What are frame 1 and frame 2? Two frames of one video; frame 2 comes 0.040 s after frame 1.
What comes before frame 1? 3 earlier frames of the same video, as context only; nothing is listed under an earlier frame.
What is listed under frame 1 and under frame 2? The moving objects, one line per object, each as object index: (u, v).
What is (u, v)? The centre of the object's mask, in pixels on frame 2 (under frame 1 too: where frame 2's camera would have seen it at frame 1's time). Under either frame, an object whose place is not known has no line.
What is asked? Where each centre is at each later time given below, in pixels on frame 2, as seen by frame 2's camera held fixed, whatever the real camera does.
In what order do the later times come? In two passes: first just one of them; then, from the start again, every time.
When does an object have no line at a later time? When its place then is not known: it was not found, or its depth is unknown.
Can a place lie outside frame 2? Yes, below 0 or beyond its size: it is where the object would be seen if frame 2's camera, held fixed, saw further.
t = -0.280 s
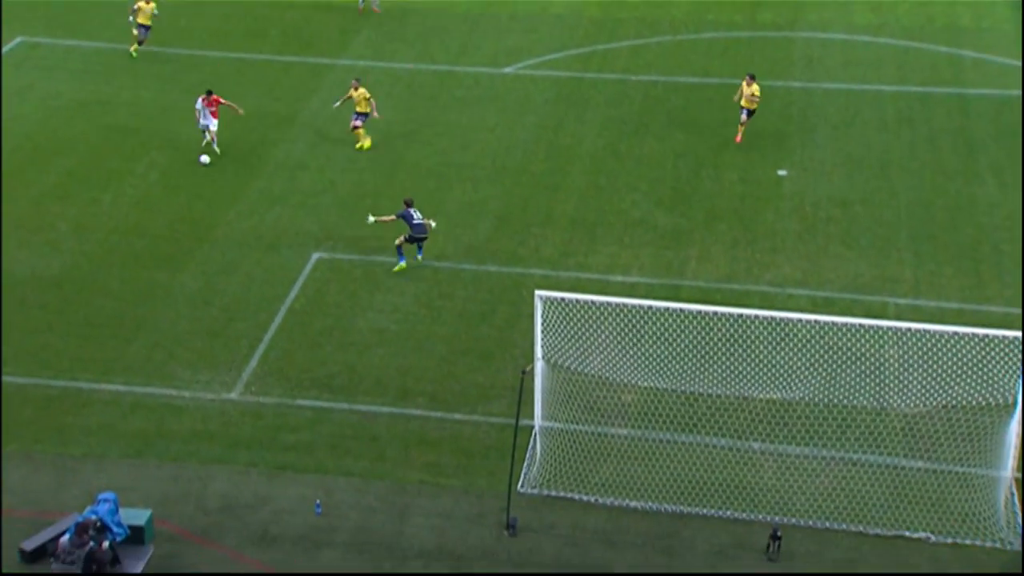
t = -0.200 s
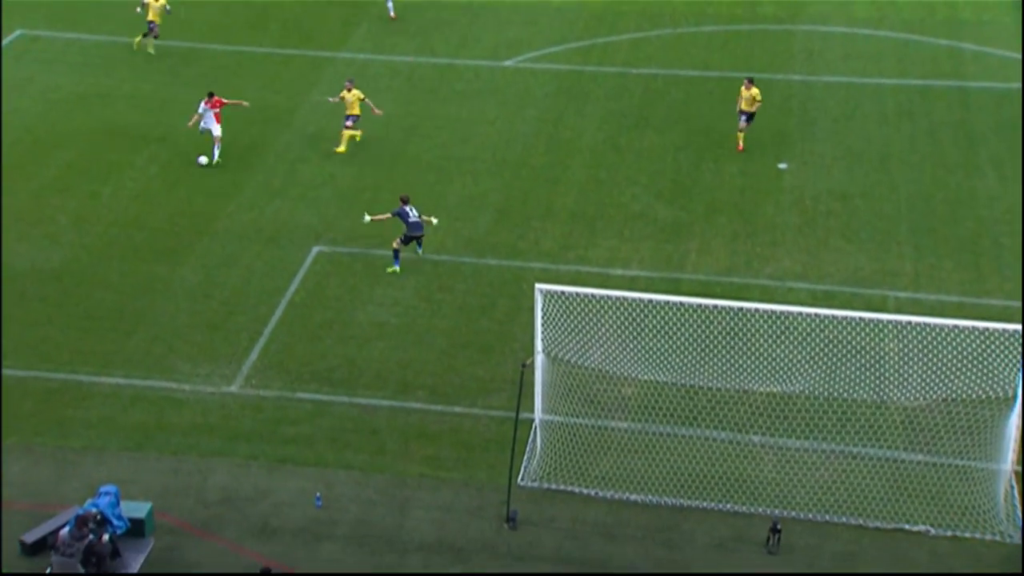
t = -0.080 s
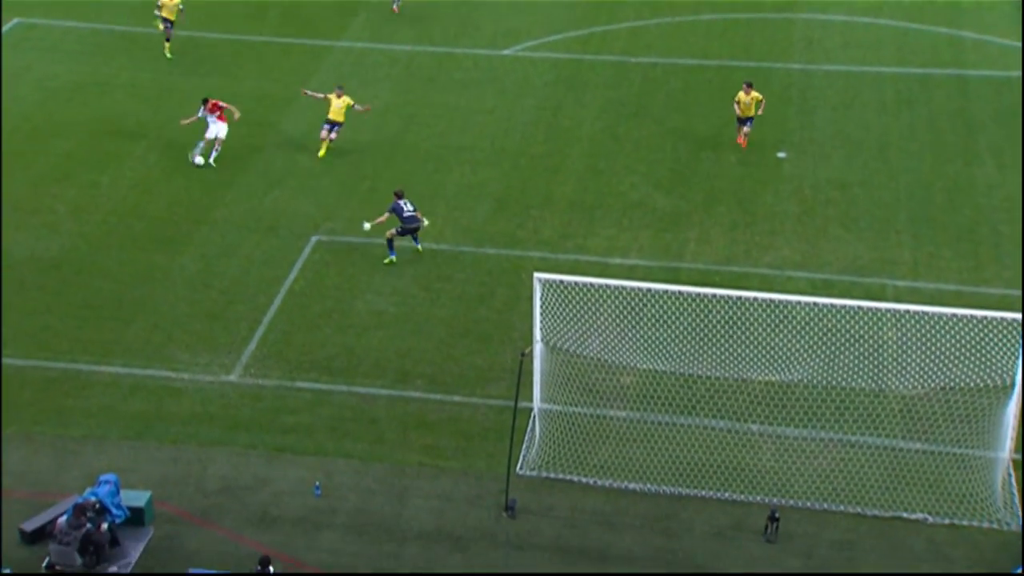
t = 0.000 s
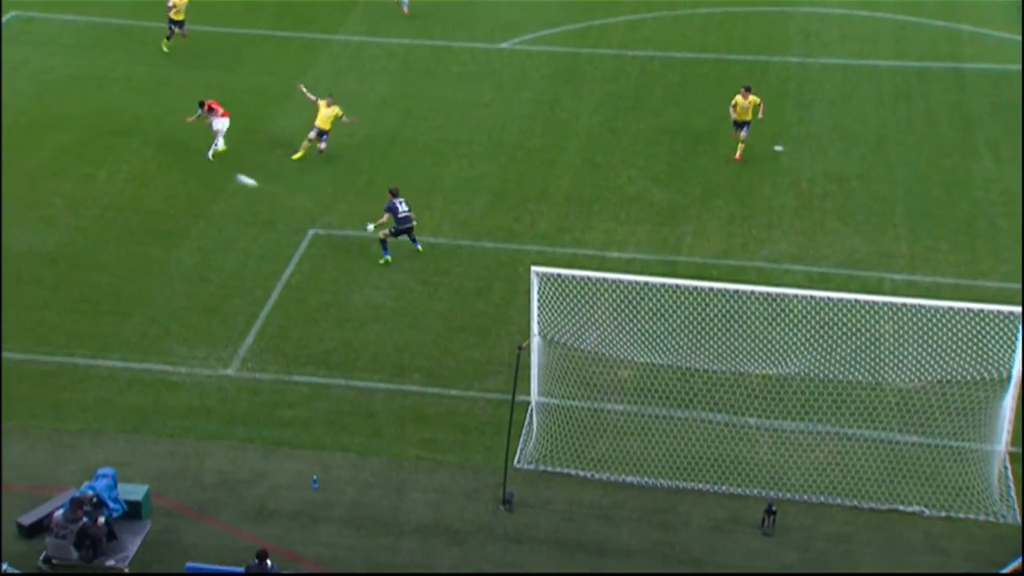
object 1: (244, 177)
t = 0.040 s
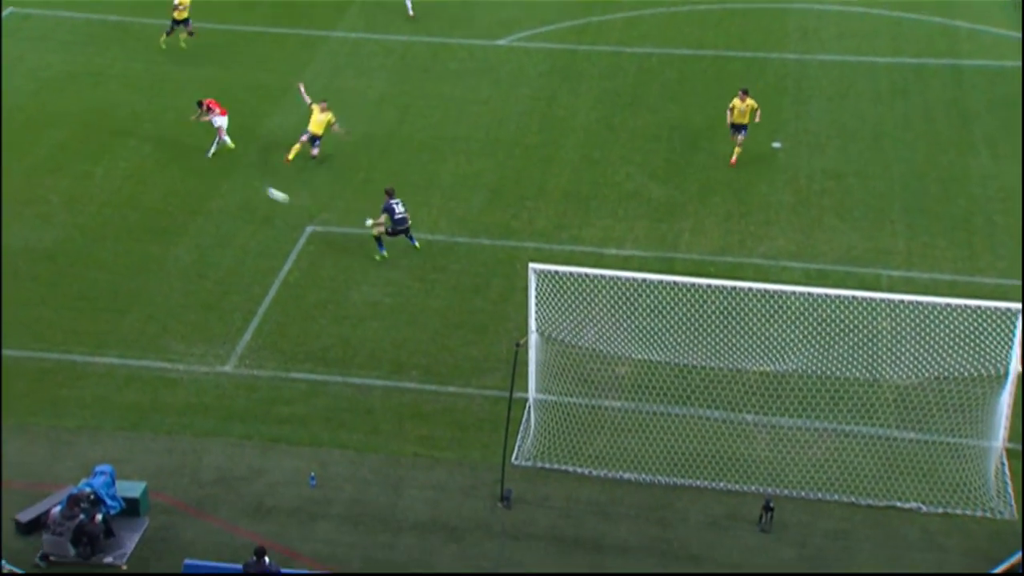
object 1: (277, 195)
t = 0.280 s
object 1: (516, 331)
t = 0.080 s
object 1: (312, 213)
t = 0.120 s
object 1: (349, 233)
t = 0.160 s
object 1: (387, 255)
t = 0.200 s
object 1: (428, 278)
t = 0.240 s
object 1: (472, 304)
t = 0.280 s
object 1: (516, 331)
